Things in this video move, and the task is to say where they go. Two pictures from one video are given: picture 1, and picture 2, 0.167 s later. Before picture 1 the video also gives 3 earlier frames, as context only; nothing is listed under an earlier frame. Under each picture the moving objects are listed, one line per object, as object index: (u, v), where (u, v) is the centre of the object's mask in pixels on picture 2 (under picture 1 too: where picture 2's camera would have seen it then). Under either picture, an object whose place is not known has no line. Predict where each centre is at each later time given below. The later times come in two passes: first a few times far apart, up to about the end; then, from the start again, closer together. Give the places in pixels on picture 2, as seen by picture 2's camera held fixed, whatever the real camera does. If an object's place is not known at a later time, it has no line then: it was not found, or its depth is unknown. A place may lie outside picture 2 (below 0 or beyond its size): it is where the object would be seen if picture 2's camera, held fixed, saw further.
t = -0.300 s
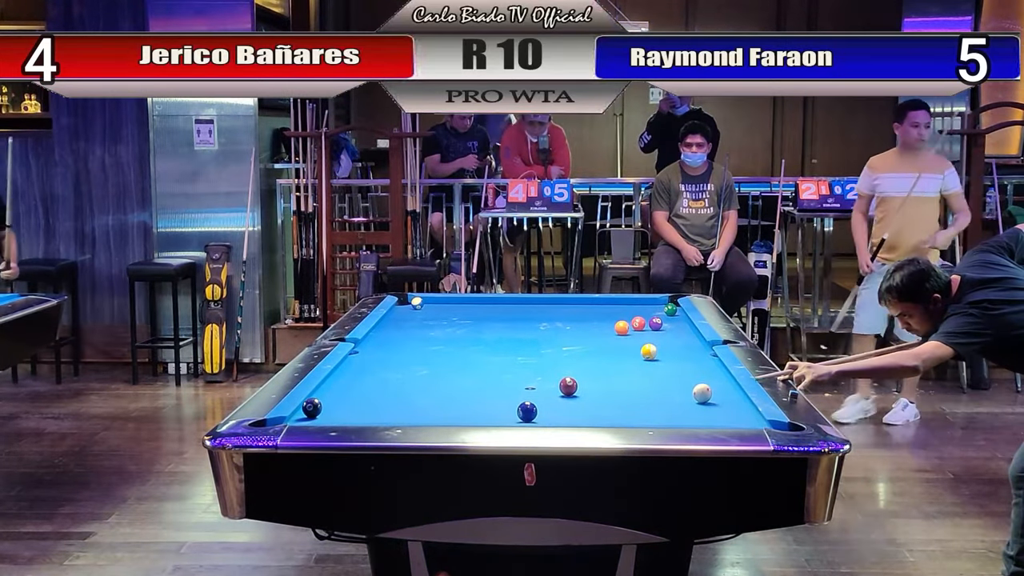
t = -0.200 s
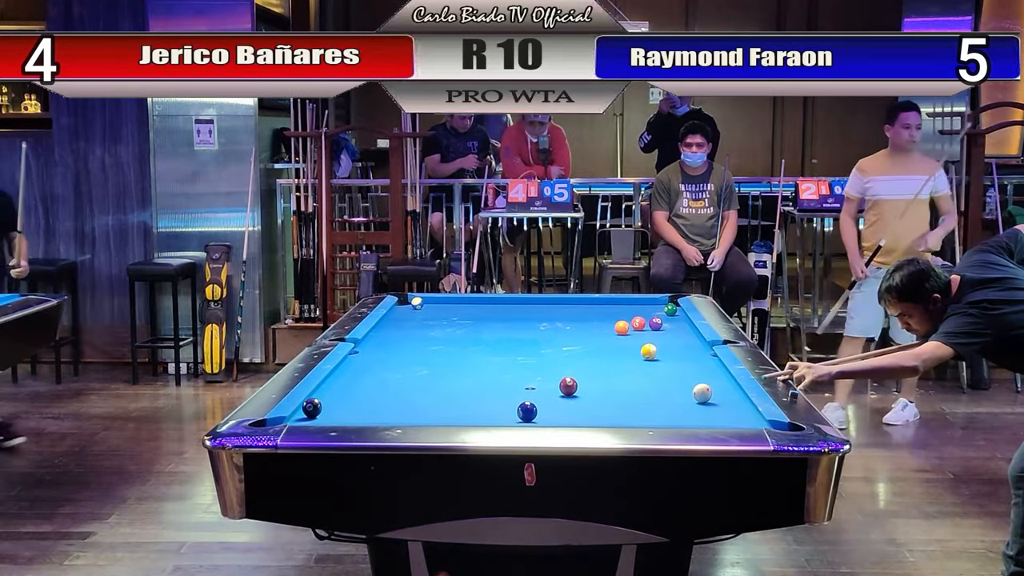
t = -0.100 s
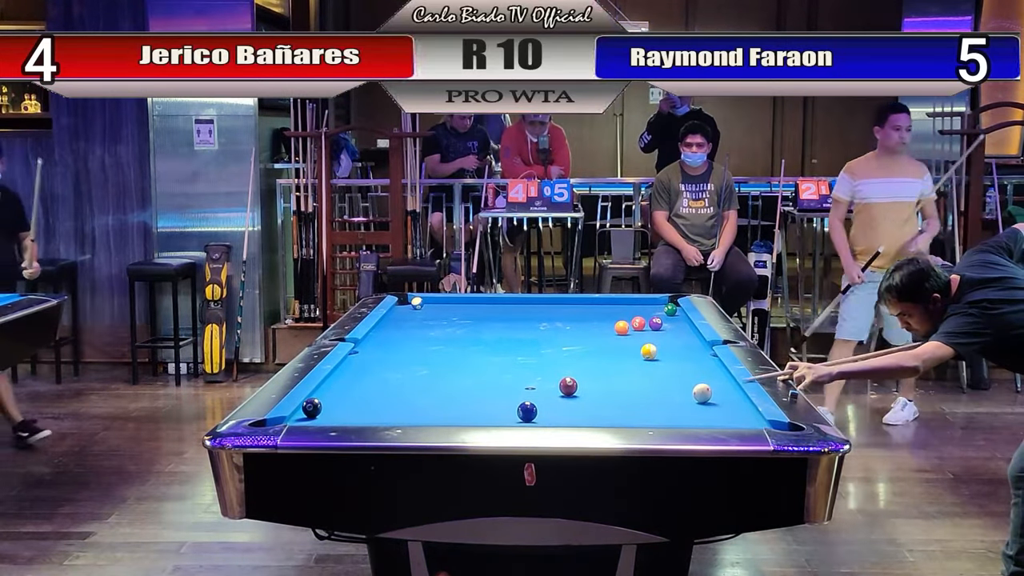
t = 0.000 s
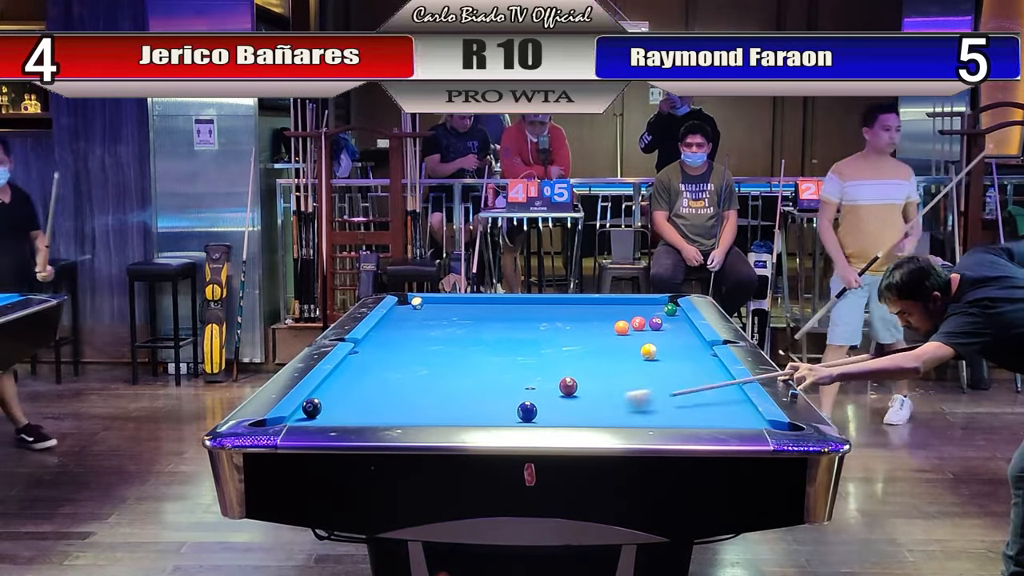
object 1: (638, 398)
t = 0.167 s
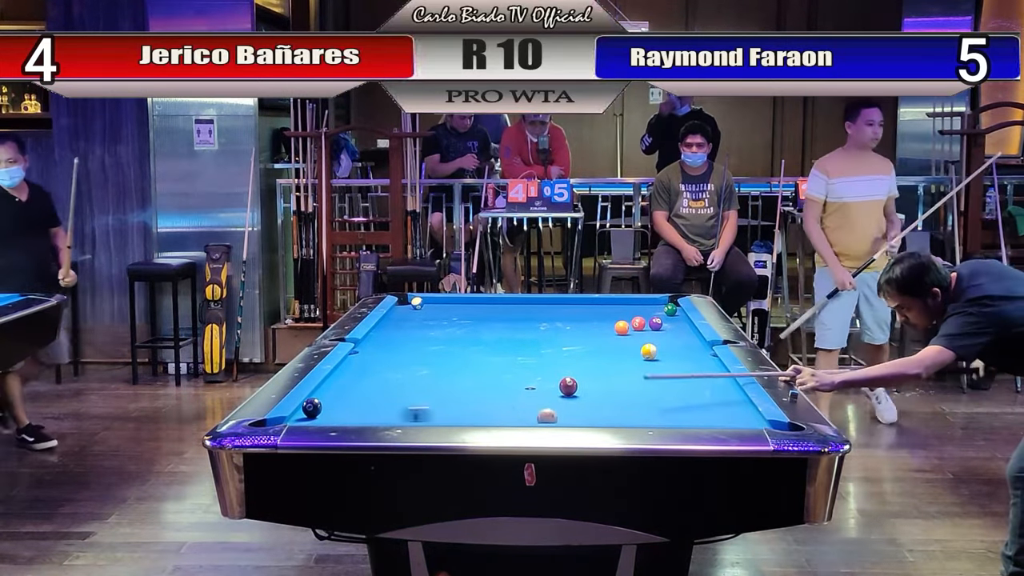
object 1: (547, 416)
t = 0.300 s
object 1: (525, 417)
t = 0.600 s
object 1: (423, 406)
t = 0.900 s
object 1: (327, 394)
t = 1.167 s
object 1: (377, 382)
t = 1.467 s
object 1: (437, 371)
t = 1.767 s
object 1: (490, 360)
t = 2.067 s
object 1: (537, 351)
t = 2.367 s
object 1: (579, 343)
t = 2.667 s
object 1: (617, 336)
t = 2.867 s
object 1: (640, 331)
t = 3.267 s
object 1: (682, 323)
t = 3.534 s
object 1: (673, 320)
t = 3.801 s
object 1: (659, 316)
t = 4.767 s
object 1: (616, 310)
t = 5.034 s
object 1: (607, 308)
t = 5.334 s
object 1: (599, 307)
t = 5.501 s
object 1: (594, 306)
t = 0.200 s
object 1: (544, 417)
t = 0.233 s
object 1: (542, 419)
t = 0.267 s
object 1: (534, 418)
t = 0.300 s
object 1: (525, 417)
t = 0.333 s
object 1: (516, 417)
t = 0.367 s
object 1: (505, 415)
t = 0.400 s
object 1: (494, 414)
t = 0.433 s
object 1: (482, 413)
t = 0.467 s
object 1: (470, 412)
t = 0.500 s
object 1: (458, 411)
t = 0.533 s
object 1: (446, 409)
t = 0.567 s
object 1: (434, 408)
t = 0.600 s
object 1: (423, 406)
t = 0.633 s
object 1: (411, 405)
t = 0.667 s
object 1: (400, 403)
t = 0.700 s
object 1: (390, 402)
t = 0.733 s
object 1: (379, 400)
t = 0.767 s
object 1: (368, 399)
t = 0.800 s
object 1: (357, 398)
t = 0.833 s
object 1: (347, 396)
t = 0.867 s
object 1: (337, 395)
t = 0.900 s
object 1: (327, 394)
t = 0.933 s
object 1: (324, 392)
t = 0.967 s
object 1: (332, 391)
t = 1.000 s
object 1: (340, 389)
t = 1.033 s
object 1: (347, 388)
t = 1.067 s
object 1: (355, 386)
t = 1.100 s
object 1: (362, 385)
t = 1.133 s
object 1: (370, 384)
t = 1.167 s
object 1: (377, 382)
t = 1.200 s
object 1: (384, 381)
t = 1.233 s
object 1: (391, 379)
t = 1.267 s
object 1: (398, 378)
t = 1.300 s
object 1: (405, 377)
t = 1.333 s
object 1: (411, 375)
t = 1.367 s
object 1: (418, 374)
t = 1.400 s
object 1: (425, 373)
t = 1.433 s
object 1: (431, 372)
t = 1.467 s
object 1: (437, 371)
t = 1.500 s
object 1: (444, 369)
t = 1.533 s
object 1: (449, 368)
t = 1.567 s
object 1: (456, 367)
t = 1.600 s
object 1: (462, 366)
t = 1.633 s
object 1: (467, 365)
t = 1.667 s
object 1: (473, 363)
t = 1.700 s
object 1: (479, 362)
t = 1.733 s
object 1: (485, 361)
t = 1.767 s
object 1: (490, 360)
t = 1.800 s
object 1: (496, 359)
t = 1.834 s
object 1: (501, 358)
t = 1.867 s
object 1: (507, 357)
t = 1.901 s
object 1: (512, 356)
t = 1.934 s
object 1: (517, 355)
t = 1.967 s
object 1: (522, 354)
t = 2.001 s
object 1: (527, 353)
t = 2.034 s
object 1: (532, 352)
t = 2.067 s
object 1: (537, 351)
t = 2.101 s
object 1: (542, 350)
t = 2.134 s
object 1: (547, 349)
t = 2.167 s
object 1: (552, 349)
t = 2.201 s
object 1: (557, 348)
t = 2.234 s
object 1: (561, 347)
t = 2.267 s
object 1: (566, 346)
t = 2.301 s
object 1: (570, 345)
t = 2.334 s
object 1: (575, 344)
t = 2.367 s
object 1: (579, 343)
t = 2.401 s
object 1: (584, 342)
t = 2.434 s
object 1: (588, 342)
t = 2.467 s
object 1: (592, 341)
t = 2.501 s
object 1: (596, 340)
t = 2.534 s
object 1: (601, 339)
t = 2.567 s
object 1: (605, 338)
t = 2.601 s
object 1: (609, 337)
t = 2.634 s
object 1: (613, 337)
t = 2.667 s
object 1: (617, 336)
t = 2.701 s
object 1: (620, 335)
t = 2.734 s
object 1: (625, 334)
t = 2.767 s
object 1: (628, 333)
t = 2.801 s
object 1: (632, 333)
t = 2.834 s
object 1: (636, 332)
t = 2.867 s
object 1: (640, 331)
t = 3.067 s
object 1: (661, 327)
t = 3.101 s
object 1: (665, 327)
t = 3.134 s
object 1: (668, 326)
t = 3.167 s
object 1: (671, 325)
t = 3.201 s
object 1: (675, 325)
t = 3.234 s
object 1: (678, 324)
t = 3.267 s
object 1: (682, 323)
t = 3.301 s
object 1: (685, 323)
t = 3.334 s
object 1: (684, 322)
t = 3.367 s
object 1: (682, 322)
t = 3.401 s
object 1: (681, 321)
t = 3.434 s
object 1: (678, 321)
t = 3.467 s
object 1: (676, 321)
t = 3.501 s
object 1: (674, 320)
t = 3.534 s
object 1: (673, 320)
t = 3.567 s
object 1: (671, 320)
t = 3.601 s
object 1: (669, 319)
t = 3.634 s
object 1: (667, 319)
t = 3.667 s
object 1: (665, 318)
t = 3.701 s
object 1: (664, 318)
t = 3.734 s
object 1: (663, 317)
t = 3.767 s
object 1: (661, 316)
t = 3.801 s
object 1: (659, 316)
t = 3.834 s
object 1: (657, 315)
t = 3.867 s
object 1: (654, 314)
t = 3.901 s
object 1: (652, 314)
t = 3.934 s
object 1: (650, 315)
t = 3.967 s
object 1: (649, 315)
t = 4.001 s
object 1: (647, 314)
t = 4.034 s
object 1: (646, 315)
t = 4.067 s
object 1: (645, 314)
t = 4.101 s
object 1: (643, 314)
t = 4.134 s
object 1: (642, 313)
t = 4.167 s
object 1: (640, 313)
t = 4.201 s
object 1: (638, 313)
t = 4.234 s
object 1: (637, 313)
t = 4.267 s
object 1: (635, 312)
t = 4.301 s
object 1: (634, 312)
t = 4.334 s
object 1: (632, 312)
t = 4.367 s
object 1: (631, 312)
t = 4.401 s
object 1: (630, 312)
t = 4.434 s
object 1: (628, 312)
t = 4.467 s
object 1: (627, 312)
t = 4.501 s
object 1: (626, 312)
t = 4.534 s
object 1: (625, 311)
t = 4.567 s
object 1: (623, 311)
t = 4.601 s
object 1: (622, 311)
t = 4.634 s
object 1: (621, 311)
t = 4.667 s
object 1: (620, 311)
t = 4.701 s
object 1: (619, 310)
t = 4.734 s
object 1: (618, 310)
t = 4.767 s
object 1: (616, 310)
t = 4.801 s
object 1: (615, 310)
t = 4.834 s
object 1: (614, 310)
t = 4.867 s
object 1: (613, 309)
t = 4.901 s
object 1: (612, 309)
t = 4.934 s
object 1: (610, 309)
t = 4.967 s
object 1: (609, 309)
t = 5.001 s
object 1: (608, 309)
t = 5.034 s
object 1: (607, 308)
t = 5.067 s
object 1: (606, 308)
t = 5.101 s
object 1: (605, 308)
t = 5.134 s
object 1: (604, 308)
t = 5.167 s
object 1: (603, 308)
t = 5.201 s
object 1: (602, 308)
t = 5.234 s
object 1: (601, 307)
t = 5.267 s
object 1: (600, 307)
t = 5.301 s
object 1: (599, 307)
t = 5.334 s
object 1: (599, 307)
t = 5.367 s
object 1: (598, 307)
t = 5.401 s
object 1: (597, 307)
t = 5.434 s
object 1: (596, 307)
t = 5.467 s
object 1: (595, 306)
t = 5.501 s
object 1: (594, 306)
